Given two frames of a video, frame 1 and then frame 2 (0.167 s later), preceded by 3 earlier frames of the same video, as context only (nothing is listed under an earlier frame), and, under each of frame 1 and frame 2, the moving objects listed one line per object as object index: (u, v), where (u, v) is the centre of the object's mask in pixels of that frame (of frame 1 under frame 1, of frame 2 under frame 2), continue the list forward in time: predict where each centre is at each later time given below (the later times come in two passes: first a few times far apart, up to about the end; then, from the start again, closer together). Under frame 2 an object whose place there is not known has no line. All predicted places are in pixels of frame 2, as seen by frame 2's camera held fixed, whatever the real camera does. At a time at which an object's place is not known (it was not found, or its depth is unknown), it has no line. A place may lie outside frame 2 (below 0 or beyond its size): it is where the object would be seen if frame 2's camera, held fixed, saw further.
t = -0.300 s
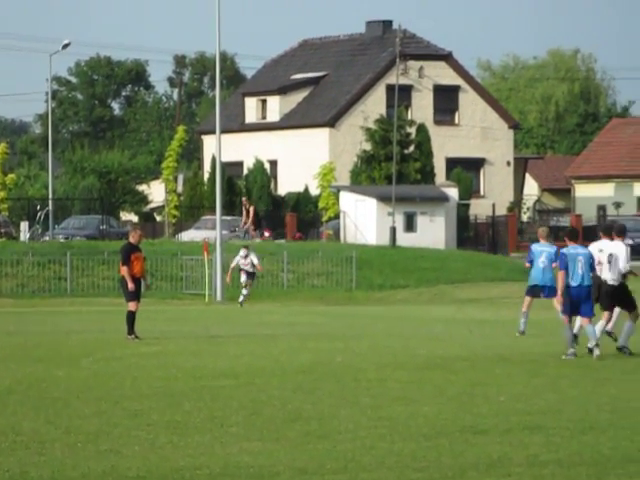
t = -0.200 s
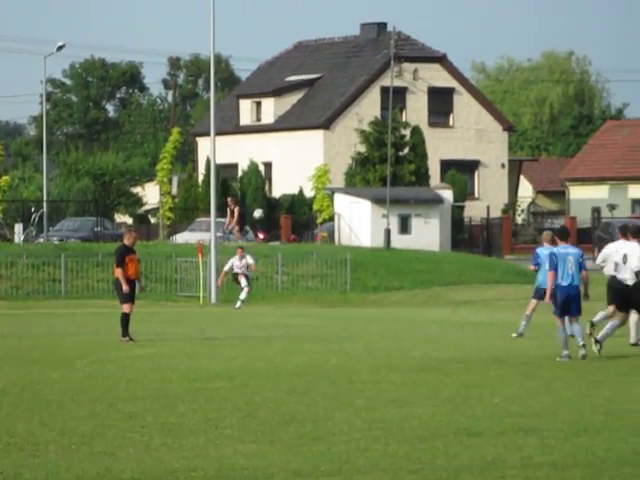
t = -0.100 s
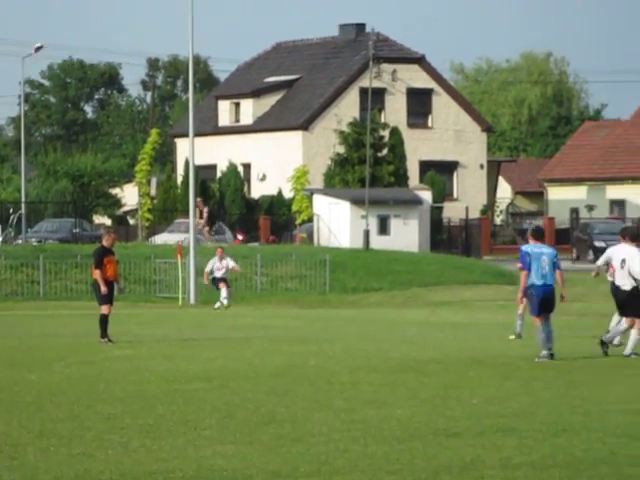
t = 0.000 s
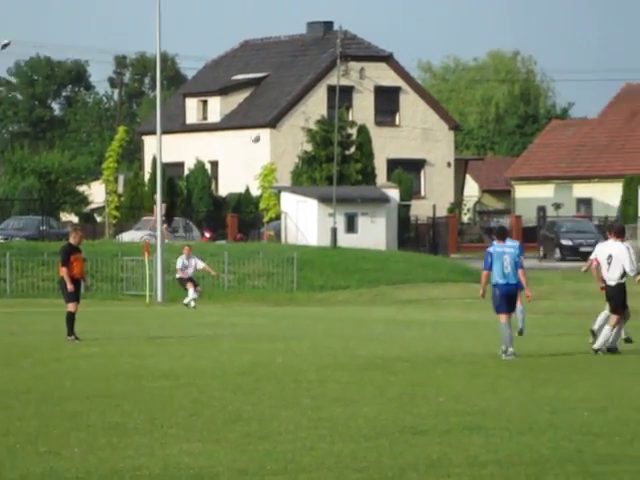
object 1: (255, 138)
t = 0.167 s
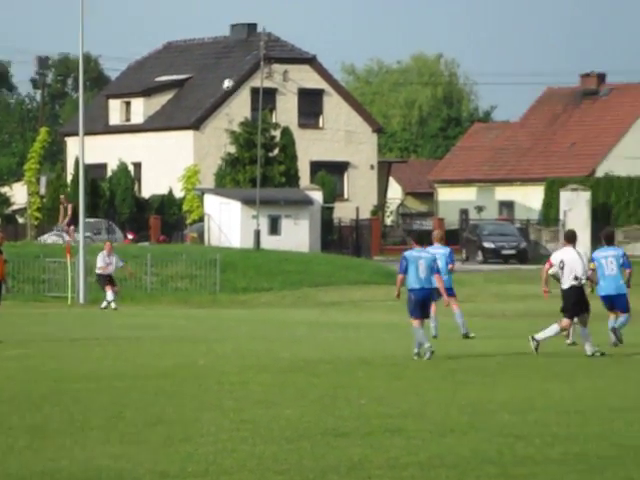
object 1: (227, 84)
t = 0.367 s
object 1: (297, 31)
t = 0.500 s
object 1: (348, 4)
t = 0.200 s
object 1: (238, 74)
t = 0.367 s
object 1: (297, 31)
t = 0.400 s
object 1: (309, 24)
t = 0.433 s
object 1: (322, 17)
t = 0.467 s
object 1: (335, 10)
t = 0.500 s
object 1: (348, 4)
